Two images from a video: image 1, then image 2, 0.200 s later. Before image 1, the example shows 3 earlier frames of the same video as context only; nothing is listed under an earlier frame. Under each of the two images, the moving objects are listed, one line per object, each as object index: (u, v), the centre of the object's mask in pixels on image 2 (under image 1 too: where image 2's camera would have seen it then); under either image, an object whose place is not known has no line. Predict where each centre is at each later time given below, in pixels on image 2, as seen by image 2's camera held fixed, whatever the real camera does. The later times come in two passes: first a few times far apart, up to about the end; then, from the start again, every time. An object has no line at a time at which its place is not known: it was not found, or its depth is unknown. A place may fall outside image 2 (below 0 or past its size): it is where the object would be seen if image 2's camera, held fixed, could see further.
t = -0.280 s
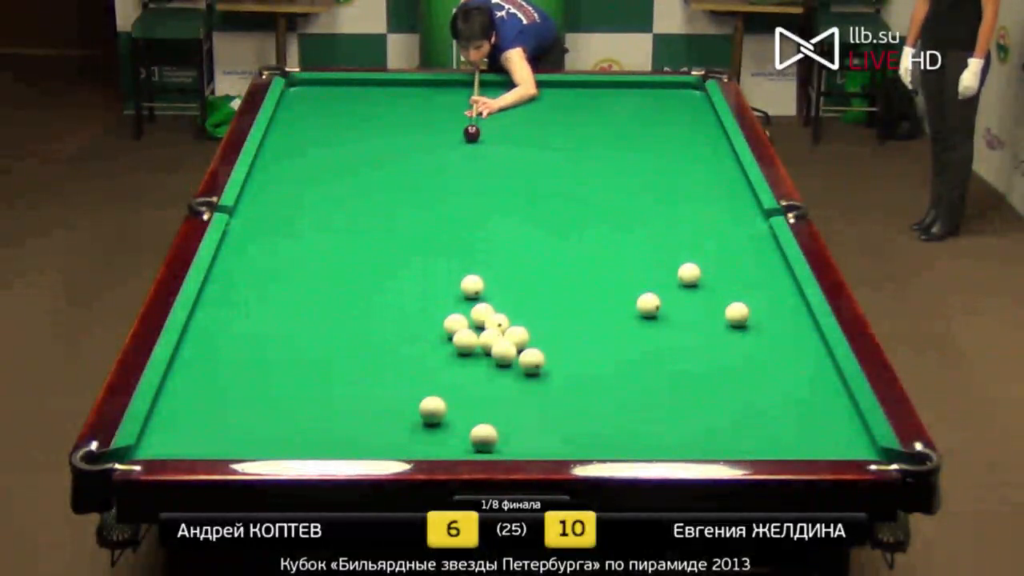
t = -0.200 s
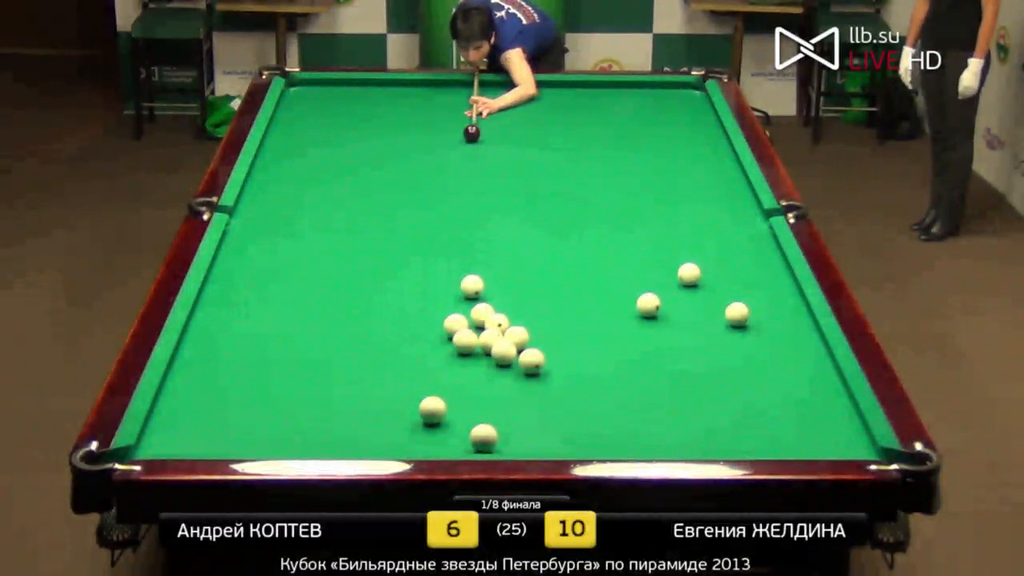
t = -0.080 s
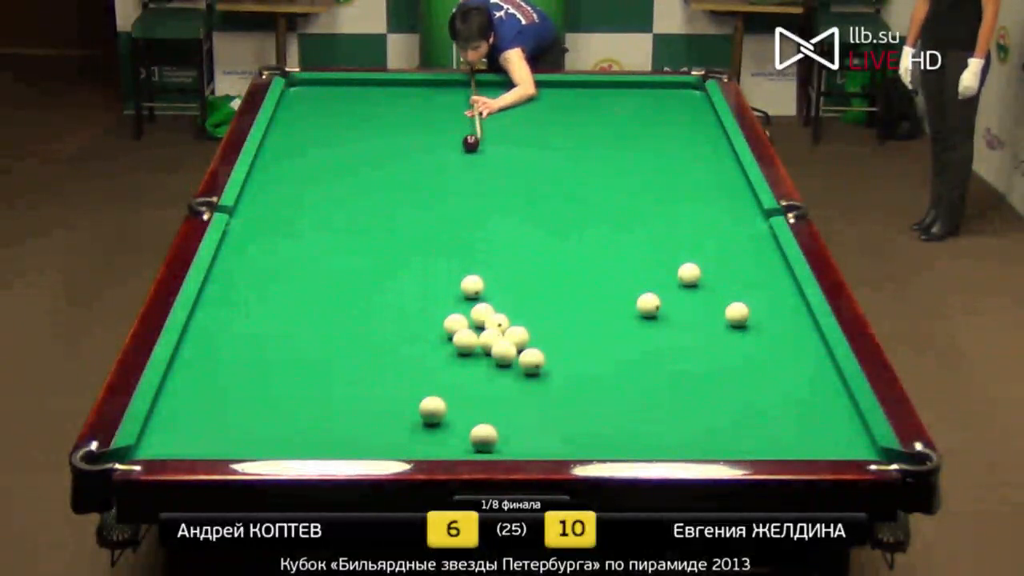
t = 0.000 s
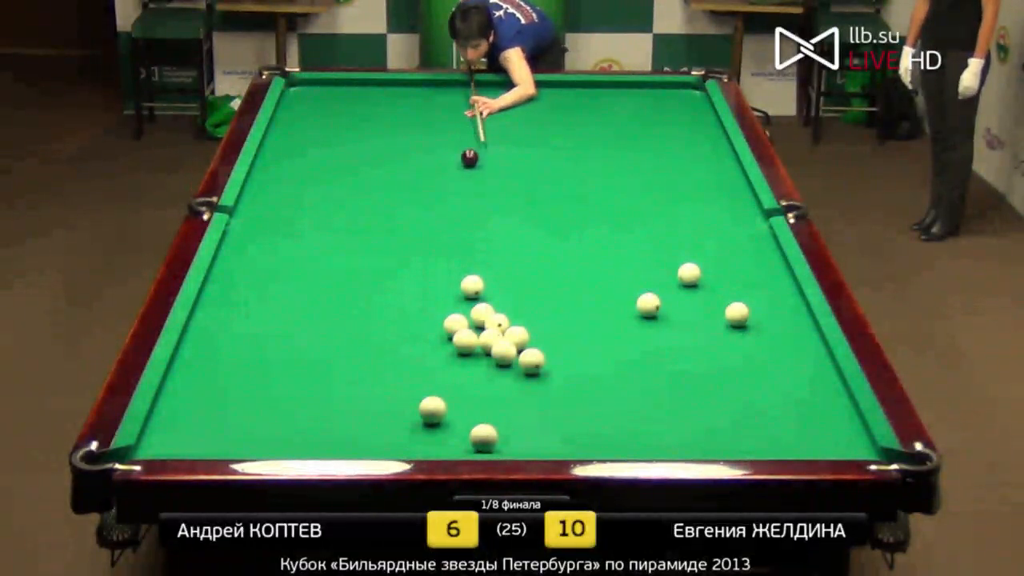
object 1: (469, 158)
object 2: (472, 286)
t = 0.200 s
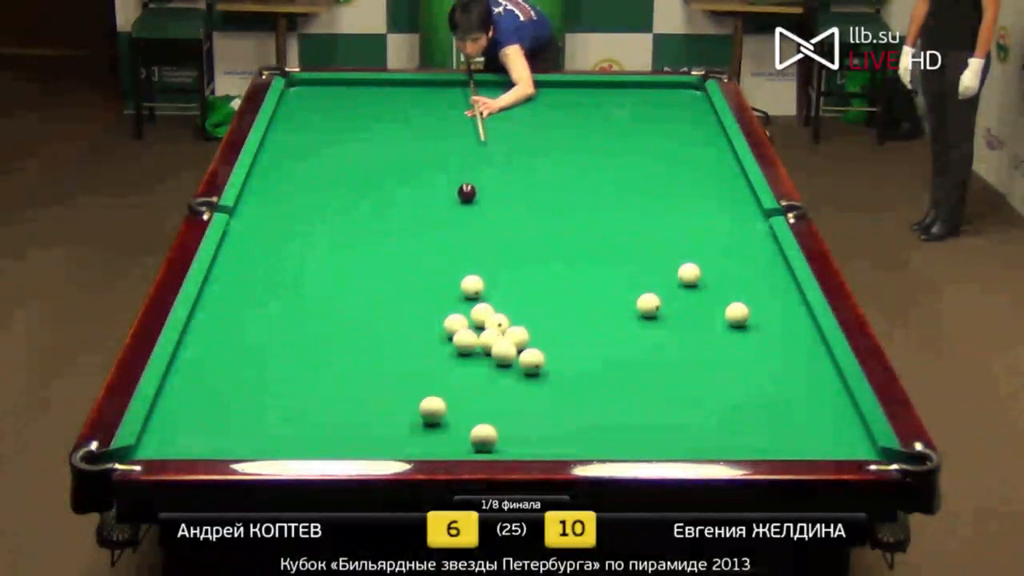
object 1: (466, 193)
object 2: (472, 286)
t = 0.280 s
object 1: (465, 205)
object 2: (472, 286)
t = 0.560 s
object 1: (463, 248)
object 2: (472, 286)
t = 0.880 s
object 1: (441, 286)
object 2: (494, 302)
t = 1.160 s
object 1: (404, 306)
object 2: (546, 324)
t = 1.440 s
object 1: (367, 326)
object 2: (599, 341)
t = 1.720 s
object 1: (328, 347)
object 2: (654, 359)
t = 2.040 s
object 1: (282, 371)
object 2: (717, 380)
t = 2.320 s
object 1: (241, 393)
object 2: (773, 398)
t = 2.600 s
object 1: (199, 416)
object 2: (830, 417)
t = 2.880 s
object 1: (155, 437)
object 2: (842, 433)
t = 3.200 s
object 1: (170, 440)
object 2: (818, 444)
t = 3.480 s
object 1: (194, 429)
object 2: (794, 443)
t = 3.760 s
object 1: (217, 416)
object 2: (770, 439)
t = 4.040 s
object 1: (237, 405)
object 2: (749, 436)
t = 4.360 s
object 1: (257, 393)
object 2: (727, 429)
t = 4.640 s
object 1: (272, 384)
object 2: (710, 425)
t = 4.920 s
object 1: (287, 376)
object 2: (696, 420)
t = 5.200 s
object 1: (300, 368)
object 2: (683, 417)
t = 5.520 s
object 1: (313, 361)
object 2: (670, 414)
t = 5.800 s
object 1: (319, 355)
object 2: (661, 411)
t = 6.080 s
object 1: (320, 351)
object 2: (653, 409)
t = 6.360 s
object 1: (320, 348)
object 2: (647, 408)
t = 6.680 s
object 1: (321, 345)
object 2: (642, 407)
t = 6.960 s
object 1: (321, 343)
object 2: (640, 407)
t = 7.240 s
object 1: (320, 342)
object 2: (639, 407)
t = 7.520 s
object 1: (320, 341)
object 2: (639, 408)
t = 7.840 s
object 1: (319, 341)
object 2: (639, 408)
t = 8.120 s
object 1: (319, 341)
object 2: (638, 408)
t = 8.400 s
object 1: (319, 341)
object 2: (638, 408)
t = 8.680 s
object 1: (319, 341)
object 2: (639, 408)
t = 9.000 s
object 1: (319, 341)
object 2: (639, 408)
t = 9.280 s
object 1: (319, 340)
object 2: (638, 408)
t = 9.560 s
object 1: (319, 340)
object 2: (638, 408)
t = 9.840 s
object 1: (319, 341)
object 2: (639, 408)
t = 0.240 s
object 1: (466, 199)
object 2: (472, 286)
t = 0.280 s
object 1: (465, 205)
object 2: (472, 286)
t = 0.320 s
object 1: (465, 211)
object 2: (472, 286)
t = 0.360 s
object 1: (464, 220)
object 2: (472, 286)
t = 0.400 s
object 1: (464, 223)
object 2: (472, 286)
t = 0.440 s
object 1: (464, 232)
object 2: (472, 286)
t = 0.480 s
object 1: (464, 236)
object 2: (472, 286)
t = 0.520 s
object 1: (464, 242)
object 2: (472, 286)
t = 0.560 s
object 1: (463, 248)
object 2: (472, 286)
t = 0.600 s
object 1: (463, 255)
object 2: (472, 286)
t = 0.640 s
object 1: (463, 262)
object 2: (472, 286)
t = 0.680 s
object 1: (462, 268)
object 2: (472, 286)
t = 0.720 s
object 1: (461, 274)
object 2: (472, 286)
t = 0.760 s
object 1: (458, 279)
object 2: (475, 289)
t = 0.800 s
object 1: (452, 282)
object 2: (481, 293)
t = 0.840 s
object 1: (447, 283)
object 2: (488, 297)
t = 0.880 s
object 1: (441, 286)
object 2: (494, 302)
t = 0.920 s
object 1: (436, 288)
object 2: (500, 306)
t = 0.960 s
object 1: (430, 291)
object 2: (509, 309)
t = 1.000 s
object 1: (425, 294)
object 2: (516, 313)
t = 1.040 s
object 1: (417, 298)
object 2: (527, 317)
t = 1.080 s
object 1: (415, 300)
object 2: (531, 318)
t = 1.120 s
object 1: (410, 302)
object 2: (538, 321)
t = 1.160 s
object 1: (404, 306)
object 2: (546, 324)
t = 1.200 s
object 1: (399, 308)
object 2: (553, 326)
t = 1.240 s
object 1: (393, 311)
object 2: (561, 329)
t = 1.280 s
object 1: (388, 314)
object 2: (569, 331)
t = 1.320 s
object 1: (383, 317)
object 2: (576, 333)
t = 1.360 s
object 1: (377, 320)
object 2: (584, 336)
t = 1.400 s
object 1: (372, 323)
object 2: (592, 338)
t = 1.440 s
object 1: (367, 326)
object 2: (599, 341)
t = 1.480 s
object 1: (361, 329)
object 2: (607, 343)
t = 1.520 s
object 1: (356, 332)
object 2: (614, 346)
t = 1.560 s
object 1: (350, 334)
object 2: (623, 349)
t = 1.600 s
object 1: (344, 337)
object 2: (630, 351)
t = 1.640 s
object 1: (339, 340)
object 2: (638, 354)
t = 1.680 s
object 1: (334, 343)
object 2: (646, 356)
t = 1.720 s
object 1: (328, 347)
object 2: (654, 359)
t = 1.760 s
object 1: (322, 350)
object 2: (661, 361)
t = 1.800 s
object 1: (316, 353)
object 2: (670, 364)
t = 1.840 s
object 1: (311, 356)
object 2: (677, 367)
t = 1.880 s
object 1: (305, 359)
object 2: (685, 369)
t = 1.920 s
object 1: (299, 362)
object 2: (693, 372)
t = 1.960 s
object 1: (294, 365)
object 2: (701, 374)
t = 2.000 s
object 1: (288, 368)
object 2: (709, 377)
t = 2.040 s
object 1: (282, 371)
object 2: (717, 380)
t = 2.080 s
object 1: (276, 374)
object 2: (725, 382)
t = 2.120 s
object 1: (270, 377)
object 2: (733, 385)
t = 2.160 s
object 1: (264, 380)
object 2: (740, 387)
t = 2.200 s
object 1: (259, 383)
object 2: (748, 390)
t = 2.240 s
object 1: (253, 386)
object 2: (757, 393)
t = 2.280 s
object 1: (247, 390)
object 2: (765, 395)
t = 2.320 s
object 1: (241, 393)
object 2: (773, 398)
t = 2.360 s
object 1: (235, 396)
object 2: (781, 400)
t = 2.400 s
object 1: (229, 400)
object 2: (789, 403)
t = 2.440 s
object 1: (223, 403)
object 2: (797, 406)
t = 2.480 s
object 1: (216, 406)
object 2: (806, 407)
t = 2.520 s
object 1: (211, 409)
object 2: (814, 411)
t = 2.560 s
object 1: (205, 413)
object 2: (822, 414)
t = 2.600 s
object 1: (199, 416)
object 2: (830, 417)
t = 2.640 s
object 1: (193, 419)
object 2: (838, 420)
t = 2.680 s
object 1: (186, 422)
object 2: (846, 422)
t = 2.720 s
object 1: (180, 425)
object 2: (855, 426)
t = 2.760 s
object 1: (174, 429)
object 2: (851, 427)
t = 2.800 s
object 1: (168, 432)
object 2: (848, 430)
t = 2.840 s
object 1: (159, 436)
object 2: (843, 432)
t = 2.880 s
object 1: (155, 437)
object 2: (842, 433)
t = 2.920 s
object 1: (150, 440)
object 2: (838, 435)
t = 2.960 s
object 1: (151, 442)
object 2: (836, 437)
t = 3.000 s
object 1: (152, 445)
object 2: (833, 438)
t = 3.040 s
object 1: (154, 446)
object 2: (830, 439)
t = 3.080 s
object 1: (158, 444)
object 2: (827, 440)
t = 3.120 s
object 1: (162, 442)
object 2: (824, 441)
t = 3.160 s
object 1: (166, 441)
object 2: (821, 442)
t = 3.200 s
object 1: (170, 440)
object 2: (818, 444)
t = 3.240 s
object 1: (174, 439)
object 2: (815, 445)
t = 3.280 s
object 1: (177, 437)
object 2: (811, 446)
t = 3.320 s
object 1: (181, 436)
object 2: (808, 446)
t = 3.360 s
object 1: (184, 435)
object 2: (805, 445)
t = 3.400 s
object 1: (187, 433)
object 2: (801, 444)
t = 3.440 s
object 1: (191, 431)
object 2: (798, 444)
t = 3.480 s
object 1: (194, 429)
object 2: (794, 443)
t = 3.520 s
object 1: (197, 427)
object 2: (791, 443)
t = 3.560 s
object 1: (201, 425)
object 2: (787, 442)
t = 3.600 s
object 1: (204, 423)
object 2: (784, 441)
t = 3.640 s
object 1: (207, 421)
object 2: (781, 441)
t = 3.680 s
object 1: (211, 420)
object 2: (777, 440)
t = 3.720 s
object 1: (214, 418)
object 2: (774, 440)
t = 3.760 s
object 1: (217, 416)
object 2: (770, 439)
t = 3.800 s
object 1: (220, 414)
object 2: (767, 439)
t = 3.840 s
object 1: (224, 412)
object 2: (763, 438)
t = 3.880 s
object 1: (225, 411)
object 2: (761, 438)
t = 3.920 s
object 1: (228, 410)
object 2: (758, 437)
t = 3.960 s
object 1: (231, 408)
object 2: (755, 437)
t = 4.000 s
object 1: (234, 406)
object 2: (752, 436)
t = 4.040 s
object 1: (237, 405)
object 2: (749, 436)
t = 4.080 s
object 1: (239, 403)
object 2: (746, 435)
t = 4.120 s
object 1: (242, 402)
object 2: (744, 434)
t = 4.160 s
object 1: (245, 400)
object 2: (741, 433)
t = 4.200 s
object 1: (247, 399)
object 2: (738, 433)
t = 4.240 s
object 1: (251, 397)
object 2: (734, 431)
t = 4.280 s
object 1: (252, 396)
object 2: (732, 431)
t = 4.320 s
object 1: (255, 394)
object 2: (730, 430)
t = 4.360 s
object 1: (257, 393)
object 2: (727, 429)
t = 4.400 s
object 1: (259, 392)
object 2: (725, 429)
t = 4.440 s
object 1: (262, 390)
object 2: (722, 428)
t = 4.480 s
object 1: (264, 389)
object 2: (720, 427)
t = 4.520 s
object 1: (266, 388)
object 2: (717, 427)
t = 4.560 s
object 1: (268, 386)
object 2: (715, 426)
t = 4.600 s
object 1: (270, 385)
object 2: (713, 425)
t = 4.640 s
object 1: (272, 384)
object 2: (710, 425)
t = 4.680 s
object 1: (275, 383)
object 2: (708, 424)
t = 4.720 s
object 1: (277, 381)
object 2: (706, 423)
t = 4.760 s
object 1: (279, 380)
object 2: (704, 423)
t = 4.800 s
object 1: (281, 379)
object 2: (702, 422)
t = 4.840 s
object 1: (283, 378)
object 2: (700, 422)
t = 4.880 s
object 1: (284, 378)
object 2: (698, 422)
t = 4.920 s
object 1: (287, 376)
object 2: (696, 420)
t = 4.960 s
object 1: (289, 375)
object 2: (694, 420)
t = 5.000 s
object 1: (291, 373)
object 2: (692, 419)
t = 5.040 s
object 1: (293, 372)
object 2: (690, 419)
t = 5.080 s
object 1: (294, 371)
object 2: (688, 418)
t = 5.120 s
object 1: (296, 370)
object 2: (686, 418)
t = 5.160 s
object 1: (298, 369)
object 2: (685, 418)
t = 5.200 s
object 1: (300, 368)
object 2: (683, 417)
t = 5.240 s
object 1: (301, 367)
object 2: (681, 417)
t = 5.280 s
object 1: (303, 366)
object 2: (679, 416)
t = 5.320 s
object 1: (305, 365)
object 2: (678, 416)
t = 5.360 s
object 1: (306, 364)
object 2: (676, 415)
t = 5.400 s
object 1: (308, 363)
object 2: (675, 415)
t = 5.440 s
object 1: (310, 362)
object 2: (673, 415)
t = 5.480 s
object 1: (311, 361)
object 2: (672, 414)
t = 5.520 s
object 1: (313, 361)
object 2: (670, 414)
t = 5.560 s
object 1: (314, 360)
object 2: (669, 413)
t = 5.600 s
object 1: (316, 359)
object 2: (667, 413)
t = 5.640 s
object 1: (317, 358)
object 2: (666, 413)
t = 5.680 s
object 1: (319, 357)
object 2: (665, 413)
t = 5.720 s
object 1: (319, 356)
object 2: (663, 412)
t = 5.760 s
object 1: (319, 356)
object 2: (662, 411)
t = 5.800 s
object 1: (319, 355)
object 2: (661, 411)
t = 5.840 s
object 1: (319, 354)
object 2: (660, 410)
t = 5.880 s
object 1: (319, 354)
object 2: (659, 410)
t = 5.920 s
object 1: (319, 353)
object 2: (657, 410)
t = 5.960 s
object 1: (319, 353)
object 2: (656, 410)
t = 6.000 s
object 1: (320, 352)
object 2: (655, 409)
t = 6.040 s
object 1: (320, 351)
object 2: (654, 409)
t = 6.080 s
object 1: (320, 351)
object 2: (653, 409)
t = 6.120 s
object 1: (320, 350)
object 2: (652, 408)
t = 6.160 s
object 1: (319, 350)
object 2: (651, 408)
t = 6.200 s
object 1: (319, 349)
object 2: (650, 408)
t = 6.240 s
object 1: (319, 349)
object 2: (649, 408)
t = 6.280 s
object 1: (319, 349)
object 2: (649, 408)
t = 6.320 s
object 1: (319, 348)
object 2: (648, 408)
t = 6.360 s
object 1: (320, 348)
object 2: (647, 408)
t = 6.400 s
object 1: (320, 347)
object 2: (646, 408)
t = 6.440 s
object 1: (320, 347)
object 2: (645, 407)
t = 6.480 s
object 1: (320, 347)
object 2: (645, 407)
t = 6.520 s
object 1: (320, 346)
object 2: (644, 407)
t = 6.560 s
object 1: (320, 346)
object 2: (643, 407)
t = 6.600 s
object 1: (320, 346)
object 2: (643, 407)
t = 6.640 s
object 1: (320, 346)
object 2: (642, 407)
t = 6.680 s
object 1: (321, 345)
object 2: (642, 407)
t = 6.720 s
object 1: (320, 345)
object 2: (641, 407)
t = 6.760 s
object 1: (321, 345)
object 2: (641, 407)
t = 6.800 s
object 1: (321, 344)
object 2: (641, 407)
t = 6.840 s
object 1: (321, 344)
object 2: (641, 407)
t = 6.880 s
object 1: (320, 344)
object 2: (640, 407)
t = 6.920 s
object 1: (321, 343)
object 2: (640, 407)
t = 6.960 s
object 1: (321, 343)
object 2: (640, 407)
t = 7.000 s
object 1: (321, 343)
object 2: (639, 407)
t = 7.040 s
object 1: (321, 343)
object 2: (639, 407)
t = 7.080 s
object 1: (321, 342)
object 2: (639, 407)
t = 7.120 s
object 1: (321, 342)
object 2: (639, 407)
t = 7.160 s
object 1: (321, 342)
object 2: (639, 407)
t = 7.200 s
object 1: (320, 342)
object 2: (639, 407)
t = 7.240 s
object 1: (320, 342)
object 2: (639, 407)
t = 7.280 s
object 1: (320, 342)
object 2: (639, 407)
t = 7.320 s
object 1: (320, 341)
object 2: (639, 407)
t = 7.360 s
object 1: (320, 341)
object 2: (639, 408)
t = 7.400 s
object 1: (320, 341)
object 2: (639, 407)
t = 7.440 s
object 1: (320, 341)
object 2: (638, 408)
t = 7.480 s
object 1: (320, 341)
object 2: (639, 407)
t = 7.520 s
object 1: (320, 341)
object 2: (639, 408)
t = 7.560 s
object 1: (320, 341)
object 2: (639, 408)
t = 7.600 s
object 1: (320, 341)
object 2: (639, 408)
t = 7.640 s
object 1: (320, 341)
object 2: (639, 408)
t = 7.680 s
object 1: (319, 340)
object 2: (639, 408)
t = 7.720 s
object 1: (319, 341)
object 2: (639, 408)
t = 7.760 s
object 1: (319, 341)
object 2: (639, 408)
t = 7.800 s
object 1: (319, 341)
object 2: (639, 408)
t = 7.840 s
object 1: (319, 341)
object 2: (639, 408)
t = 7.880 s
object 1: (319, 341)
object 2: (639, 408)
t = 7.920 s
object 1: (319, 341)
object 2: (639, 408)
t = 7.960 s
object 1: (319, 341)
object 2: (639, 408)
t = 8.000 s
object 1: (319, 341)
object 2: (639, 408)
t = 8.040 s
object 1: (319, 341)
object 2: (639, 408)
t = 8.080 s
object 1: (319, 341)
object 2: (639, 408)
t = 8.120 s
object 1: (319, 341)
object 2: (638, 408)
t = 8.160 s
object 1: (319, 341)
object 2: (639, 408)
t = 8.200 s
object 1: (319, 341)
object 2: (638, 408)
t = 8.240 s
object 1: (319, 341)
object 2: (639, 408)
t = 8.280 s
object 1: (319, 341)
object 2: (639, 408)
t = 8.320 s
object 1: (319, 340)
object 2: (639, 408)
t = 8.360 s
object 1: (319, 340)
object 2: (638, 408)
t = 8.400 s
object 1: (319, 341)
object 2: (638, 408)
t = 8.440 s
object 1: (319, 340)
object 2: (638, 408)
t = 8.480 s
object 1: (319, 341)
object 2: (638, 408)
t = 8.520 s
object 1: (319, 340)
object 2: (638, 408)
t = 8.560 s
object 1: (319, 341)
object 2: (639, 408)
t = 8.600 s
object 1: (319, 341)
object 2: (638, 408)
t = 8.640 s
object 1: (319, 341)
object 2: (639, 408)
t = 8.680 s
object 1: (319, 341)
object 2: (639, 408)
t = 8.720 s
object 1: (319, 341)
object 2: (639, 408)
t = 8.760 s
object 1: (319, 341)
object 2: (639, 408)
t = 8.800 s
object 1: (319, 341)
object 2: (639, 408)
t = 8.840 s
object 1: (319, 341)
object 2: (639, 408)
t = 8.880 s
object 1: (319, 341)
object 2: (639, 408)
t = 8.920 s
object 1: (319, 341)
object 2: (639, 408)
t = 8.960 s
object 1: (319, 341)
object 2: (639, 408)
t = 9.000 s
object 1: (319, 341)
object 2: (639, 408)
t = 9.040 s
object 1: (319, 341)
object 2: (639, 408)
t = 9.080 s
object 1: (319, 341)
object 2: (639, 408)
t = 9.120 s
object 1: (319, 341)
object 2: (639, 408)
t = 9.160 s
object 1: (319, 341)
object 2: (639, 408)
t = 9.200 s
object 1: (319, 340)
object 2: (639, 408)
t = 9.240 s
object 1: (319, 340)
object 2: (639, 408)
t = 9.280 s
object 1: (319, 340)
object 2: (638, 408)
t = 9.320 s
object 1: (319, 340)
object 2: (639, 408)
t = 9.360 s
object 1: (319, 340)
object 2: (639, 408)
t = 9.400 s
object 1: (319, 341)
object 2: (638, 408)
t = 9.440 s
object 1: (319, 340)
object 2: (639, 408)
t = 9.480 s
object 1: (319, 340)
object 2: (638, 408)
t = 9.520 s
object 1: (319, 340)
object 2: (638, 408)
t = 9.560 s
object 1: (319, 340)
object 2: (638, 408)
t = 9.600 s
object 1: (319, 341)
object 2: (638, 408)
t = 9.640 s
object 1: (319, 340)
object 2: (639, 408)
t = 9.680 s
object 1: (319, 341)
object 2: (639, 408)
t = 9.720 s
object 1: (319, 341)
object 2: (638, 408)
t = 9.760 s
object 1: (319, 341)
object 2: (638, 408)
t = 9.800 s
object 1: (319, 341)
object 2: (638, 408)
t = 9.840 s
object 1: (319, 341)
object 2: (639, 408)
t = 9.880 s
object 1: (319, 341)
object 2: (639, 408)
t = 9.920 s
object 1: (319, 341)
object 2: (639, 408)
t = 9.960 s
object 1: (319, 341)
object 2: (639, 408)
